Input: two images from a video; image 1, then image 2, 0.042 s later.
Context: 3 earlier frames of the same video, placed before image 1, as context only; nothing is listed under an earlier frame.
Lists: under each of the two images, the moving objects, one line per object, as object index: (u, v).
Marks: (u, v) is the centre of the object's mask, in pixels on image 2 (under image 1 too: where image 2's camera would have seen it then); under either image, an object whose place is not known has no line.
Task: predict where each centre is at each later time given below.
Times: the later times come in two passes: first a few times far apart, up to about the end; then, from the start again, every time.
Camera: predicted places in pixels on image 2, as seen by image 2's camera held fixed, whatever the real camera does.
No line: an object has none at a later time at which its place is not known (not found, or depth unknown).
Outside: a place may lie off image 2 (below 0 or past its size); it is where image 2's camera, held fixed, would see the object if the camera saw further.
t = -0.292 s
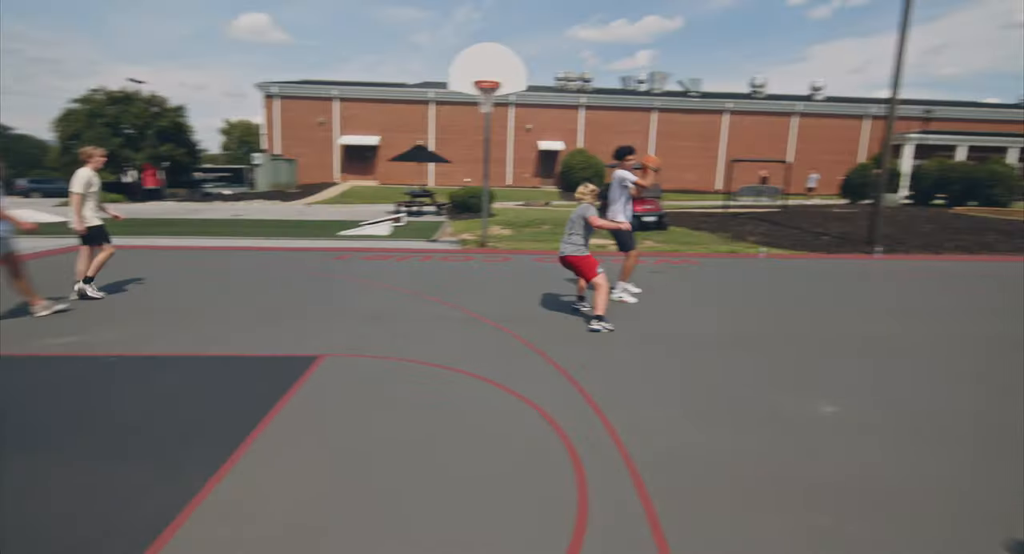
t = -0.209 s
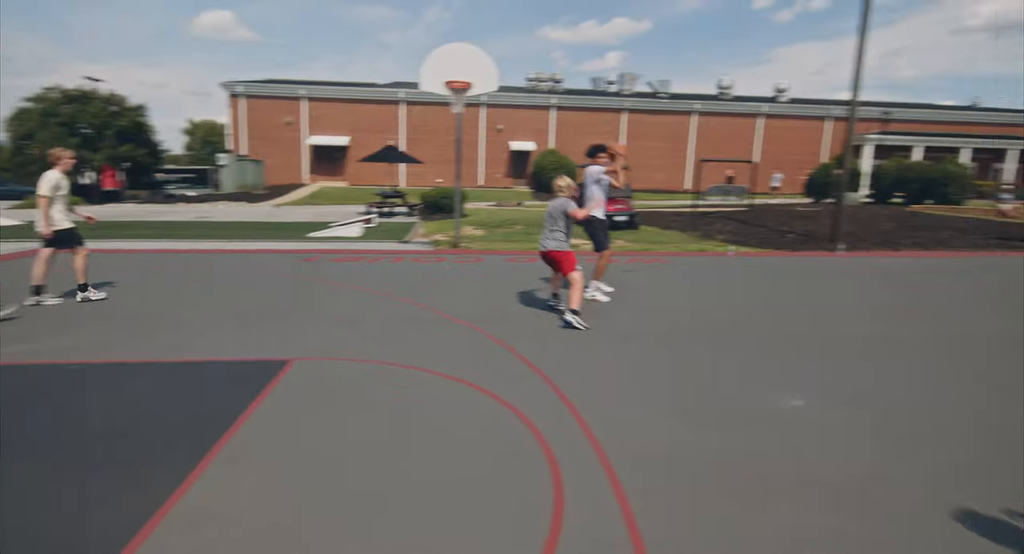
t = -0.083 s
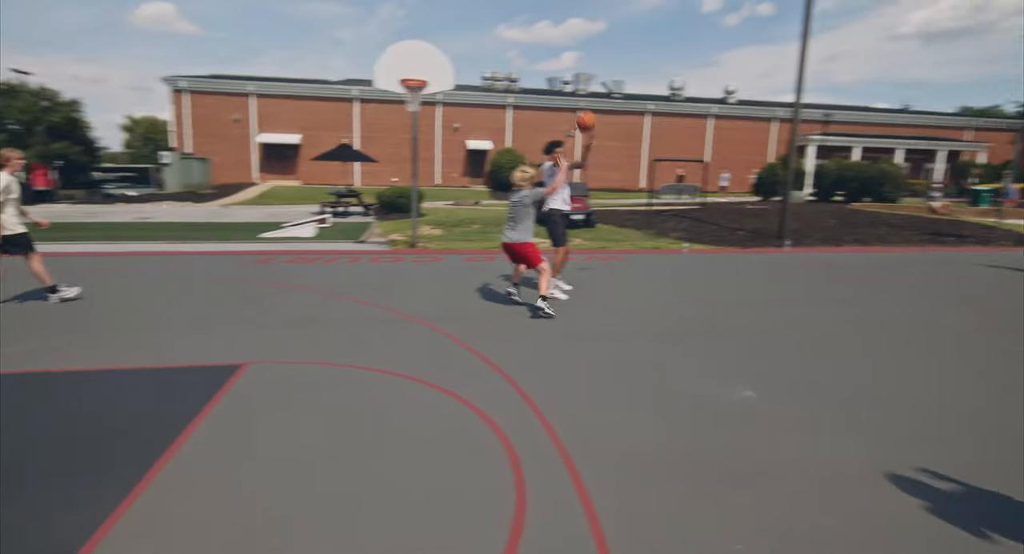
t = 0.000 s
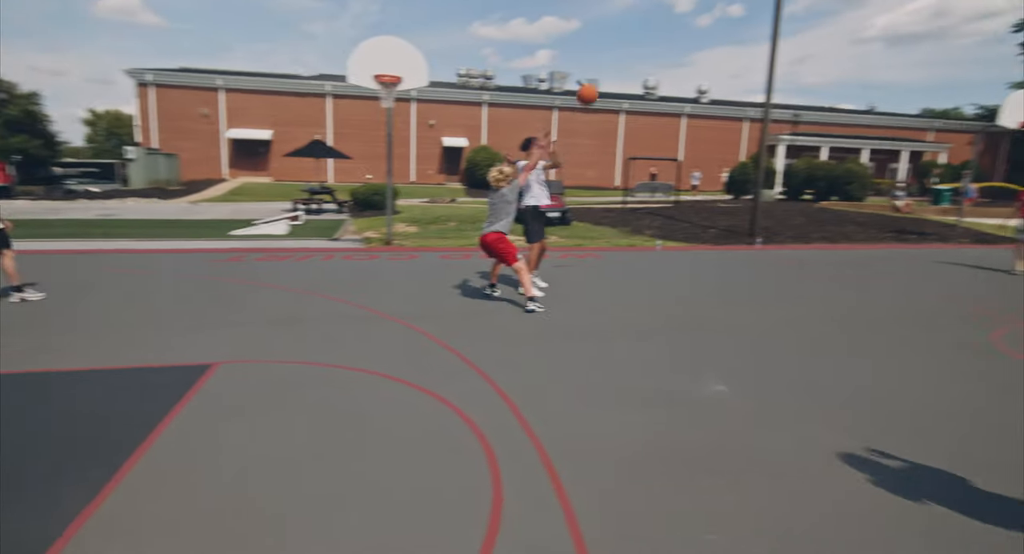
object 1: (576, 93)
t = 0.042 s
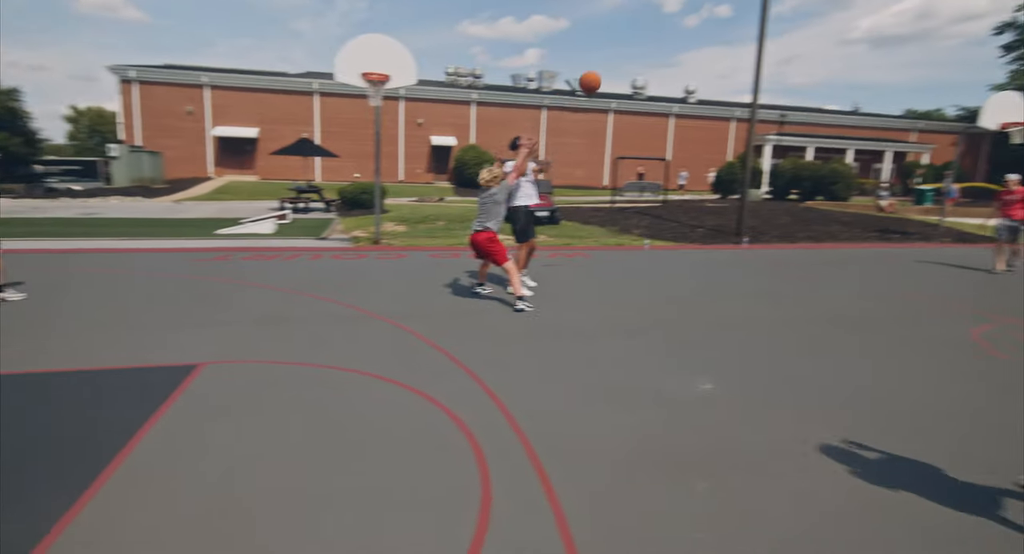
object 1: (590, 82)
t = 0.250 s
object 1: (680, 35)
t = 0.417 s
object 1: (794, 22)
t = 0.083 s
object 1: (605, 70)
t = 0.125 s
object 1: (622, 60)
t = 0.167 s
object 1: (639, 51)
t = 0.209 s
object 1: (659, 42)
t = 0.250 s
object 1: (680, 35)
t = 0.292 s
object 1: (704, 29)
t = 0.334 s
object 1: (730, 25)
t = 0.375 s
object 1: (760, 22)
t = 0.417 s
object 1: (794, 22)
